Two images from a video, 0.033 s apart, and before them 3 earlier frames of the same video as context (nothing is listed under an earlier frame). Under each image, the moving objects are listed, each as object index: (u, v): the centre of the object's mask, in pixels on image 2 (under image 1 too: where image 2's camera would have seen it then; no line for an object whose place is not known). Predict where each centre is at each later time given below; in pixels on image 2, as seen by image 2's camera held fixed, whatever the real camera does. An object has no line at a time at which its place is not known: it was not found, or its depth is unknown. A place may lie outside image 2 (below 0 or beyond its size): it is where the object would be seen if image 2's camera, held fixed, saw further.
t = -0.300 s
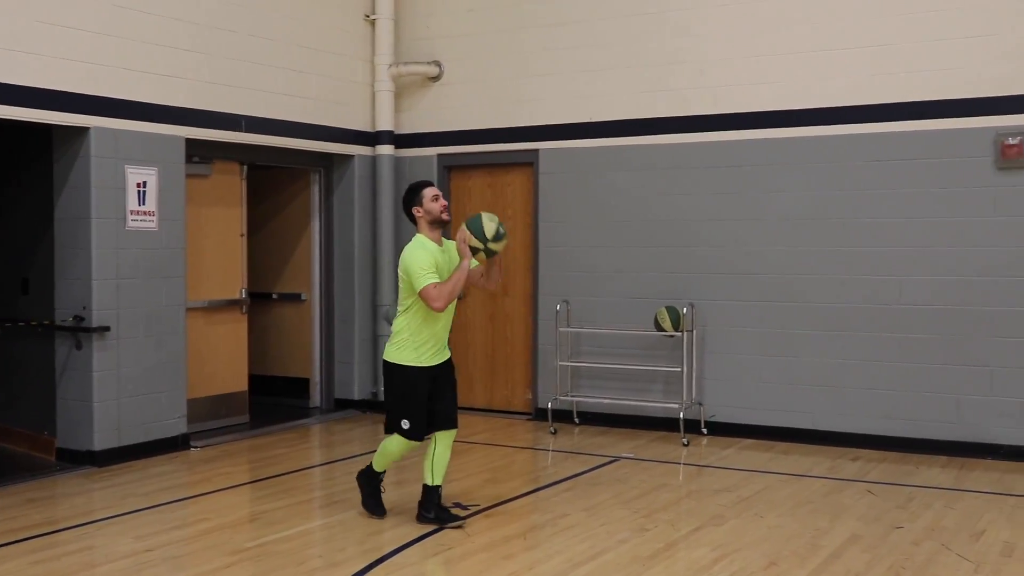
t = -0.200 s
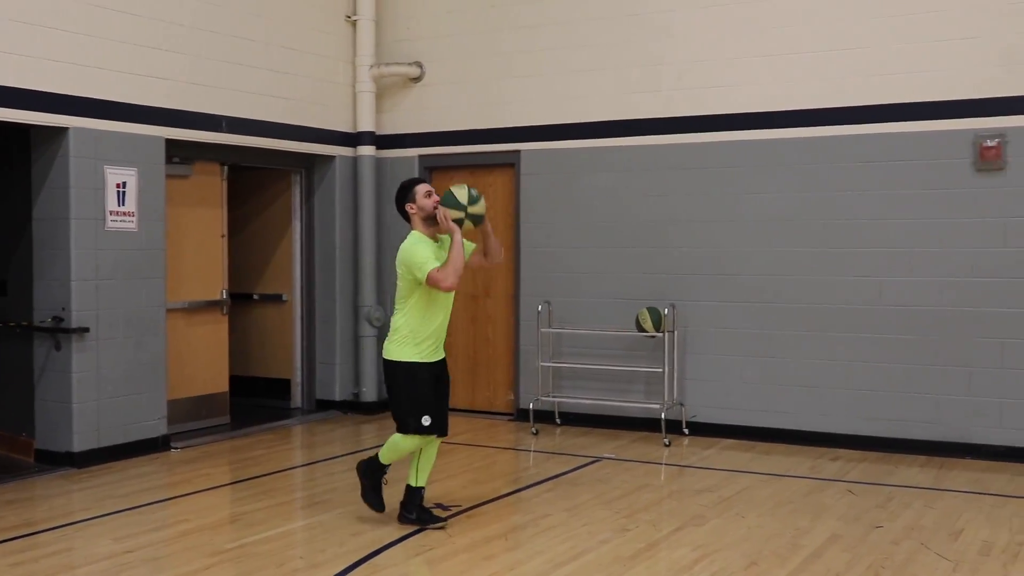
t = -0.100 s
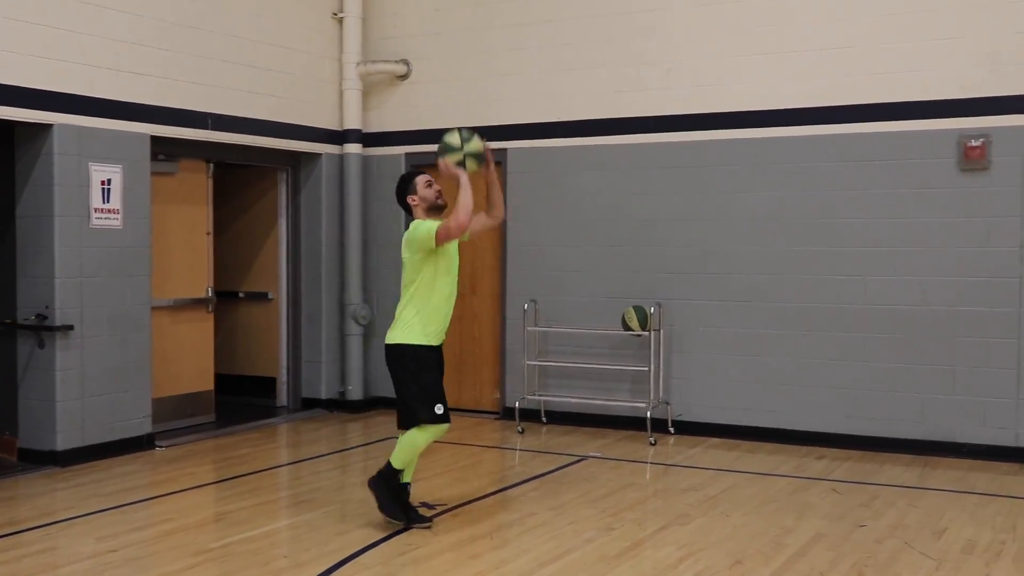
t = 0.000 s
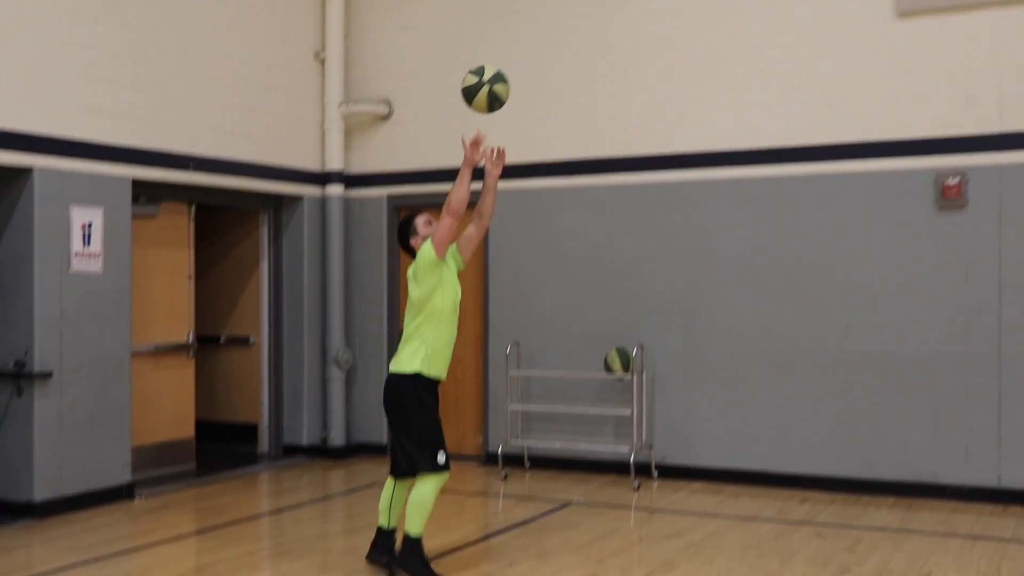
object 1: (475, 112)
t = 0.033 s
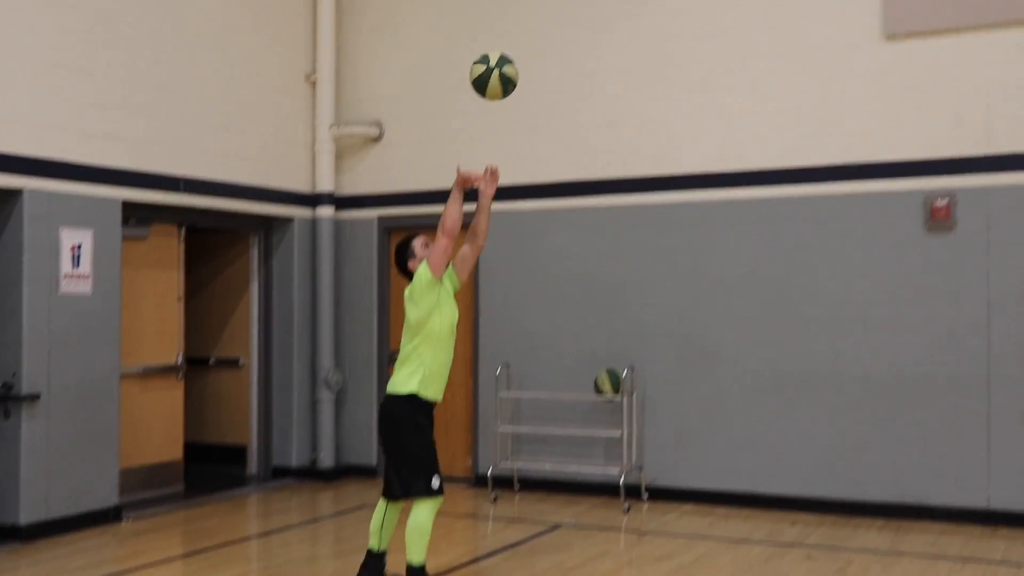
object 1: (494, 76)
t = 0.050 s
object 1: (502, 58)
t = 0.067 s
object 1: (510, 40)
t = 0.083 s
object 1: (518, 23)
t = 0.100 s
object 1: (527, 7)
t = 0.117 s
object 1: (537, -8)
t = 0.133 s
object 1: (548, -22)
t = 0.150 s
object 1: (559, -37)
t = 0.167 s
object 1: (569, -51)
